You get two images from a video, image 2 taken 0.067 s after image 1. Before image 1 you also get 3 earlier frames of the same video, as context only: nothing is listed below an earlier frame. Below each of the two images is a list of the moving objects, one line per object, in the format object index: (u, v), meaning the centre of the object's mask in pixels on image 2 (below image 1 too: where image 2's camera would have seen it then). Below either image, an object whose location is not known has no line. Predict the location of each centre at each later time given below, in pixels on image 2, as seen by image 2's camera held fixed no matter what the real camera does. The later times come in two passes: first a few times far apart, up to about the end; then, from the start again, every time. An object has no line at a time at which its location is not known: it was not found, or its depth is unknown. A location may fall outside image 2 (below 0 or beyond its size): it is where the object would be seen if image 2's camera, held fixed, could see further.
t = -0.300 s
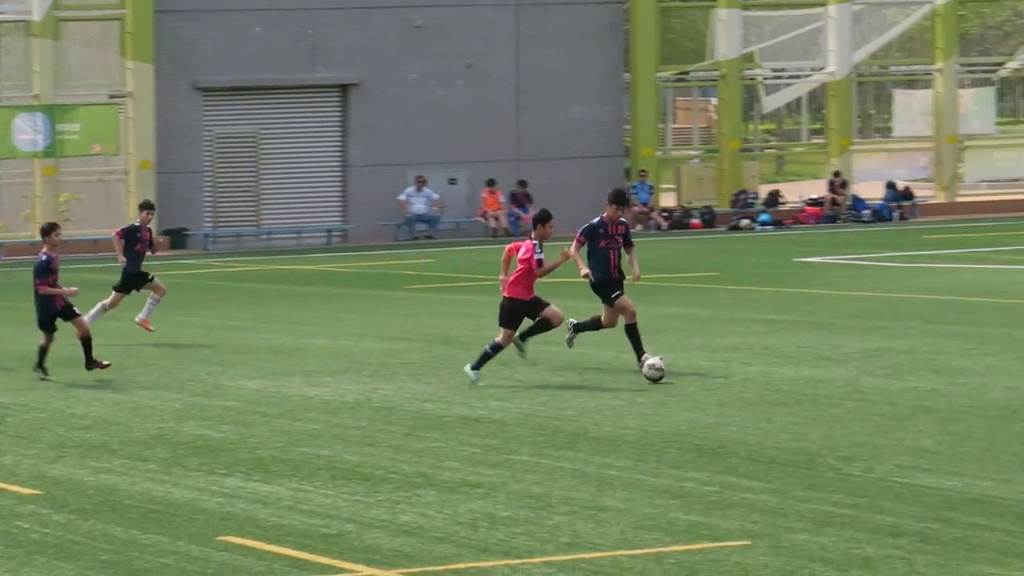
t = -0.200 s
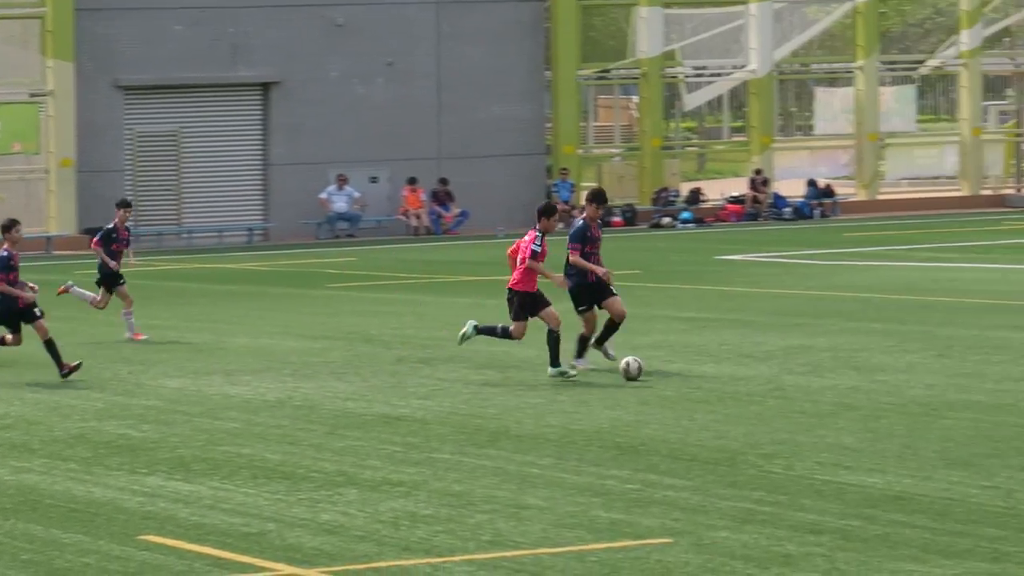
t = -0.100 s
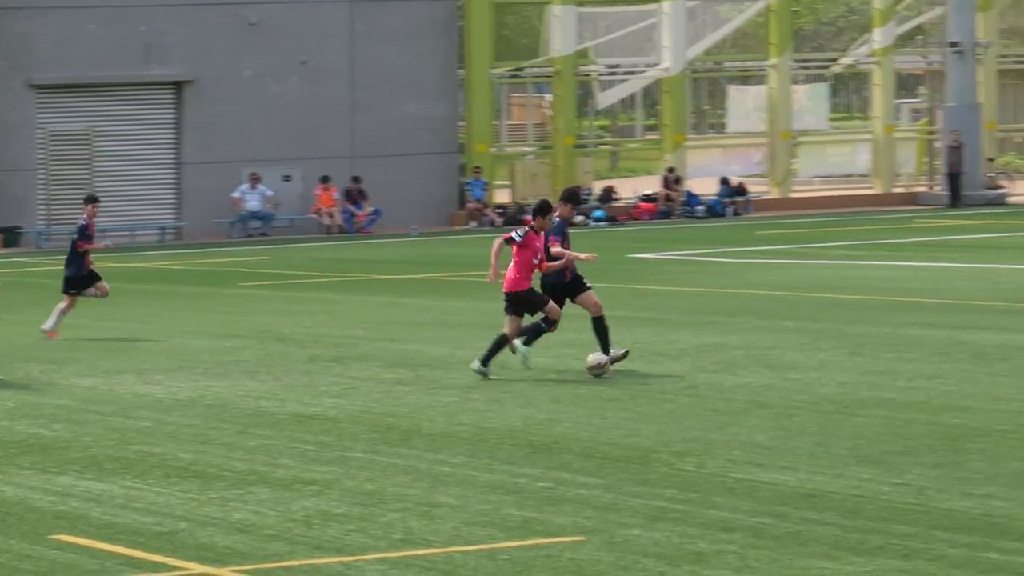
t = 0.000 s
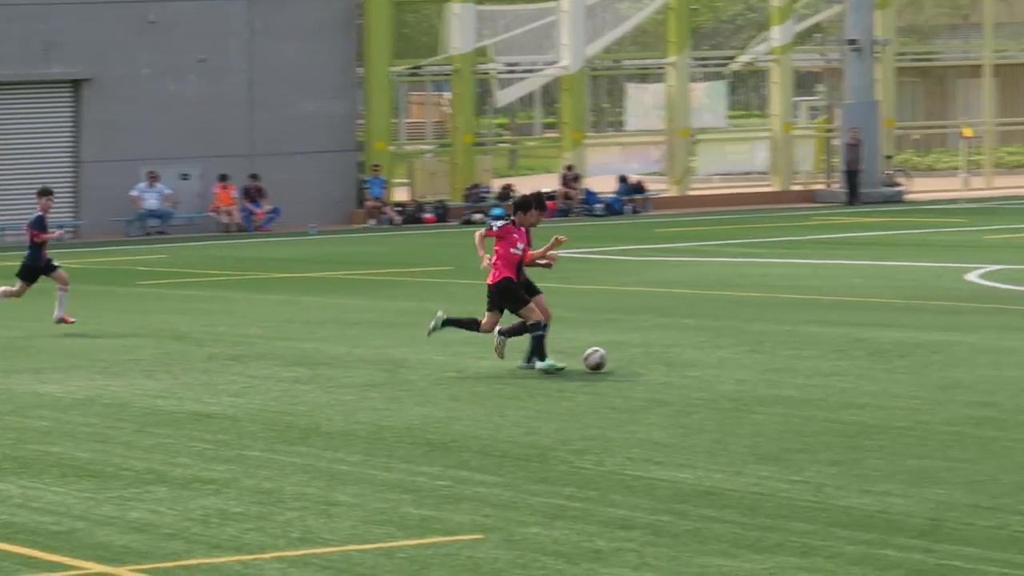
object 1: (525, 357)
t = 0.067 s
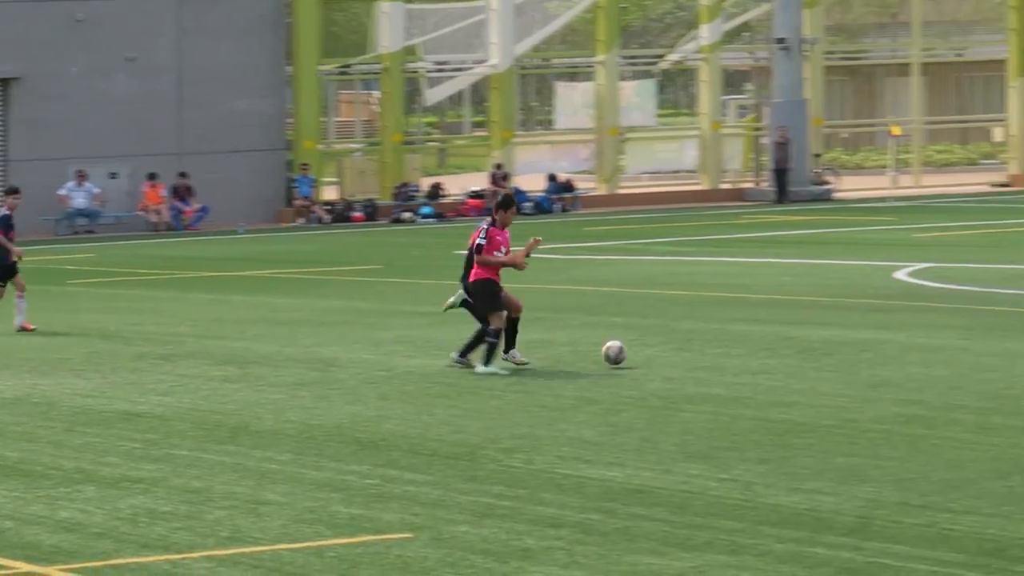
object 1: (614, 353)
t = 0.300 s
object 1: (899, 344)
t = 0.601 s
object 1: (1213, 341)
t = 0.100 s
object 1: (658, 352)
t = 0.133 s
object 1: (702, 353)
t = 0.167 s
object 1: (745, 352)
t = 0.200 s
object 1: (783, 348)
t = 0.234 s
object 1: (821, 346)
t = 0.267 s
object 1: (860, 344)
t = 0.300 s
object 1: (899, 344)
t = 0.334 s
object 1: (938, 345)
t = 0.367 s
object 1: (977, 347)
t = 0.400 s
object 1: (1013, 345)
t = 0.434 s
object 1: (1047, 342)
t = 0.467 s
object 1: (1081, 341)
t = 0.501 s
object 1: (1115, 341)
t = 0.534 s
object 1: (1150, 342)
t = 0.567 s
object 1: (1183, 342)
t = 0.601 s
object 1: (1213, 341)
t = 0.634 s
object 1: (1244, 340)
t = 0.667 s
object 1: (1276, 341)
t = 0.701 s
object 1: (1304, 341)
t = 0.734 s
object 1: (1333, 339)
